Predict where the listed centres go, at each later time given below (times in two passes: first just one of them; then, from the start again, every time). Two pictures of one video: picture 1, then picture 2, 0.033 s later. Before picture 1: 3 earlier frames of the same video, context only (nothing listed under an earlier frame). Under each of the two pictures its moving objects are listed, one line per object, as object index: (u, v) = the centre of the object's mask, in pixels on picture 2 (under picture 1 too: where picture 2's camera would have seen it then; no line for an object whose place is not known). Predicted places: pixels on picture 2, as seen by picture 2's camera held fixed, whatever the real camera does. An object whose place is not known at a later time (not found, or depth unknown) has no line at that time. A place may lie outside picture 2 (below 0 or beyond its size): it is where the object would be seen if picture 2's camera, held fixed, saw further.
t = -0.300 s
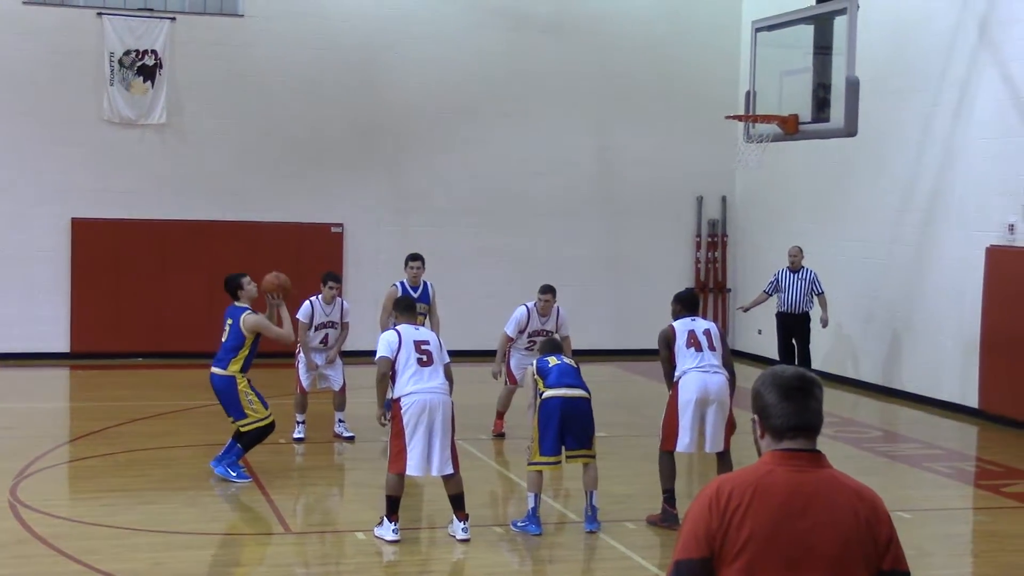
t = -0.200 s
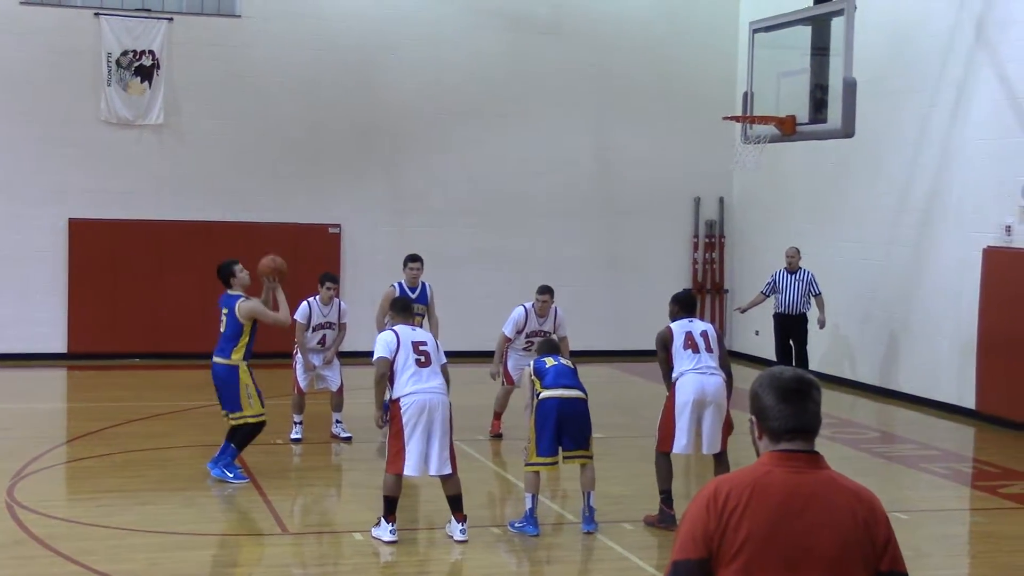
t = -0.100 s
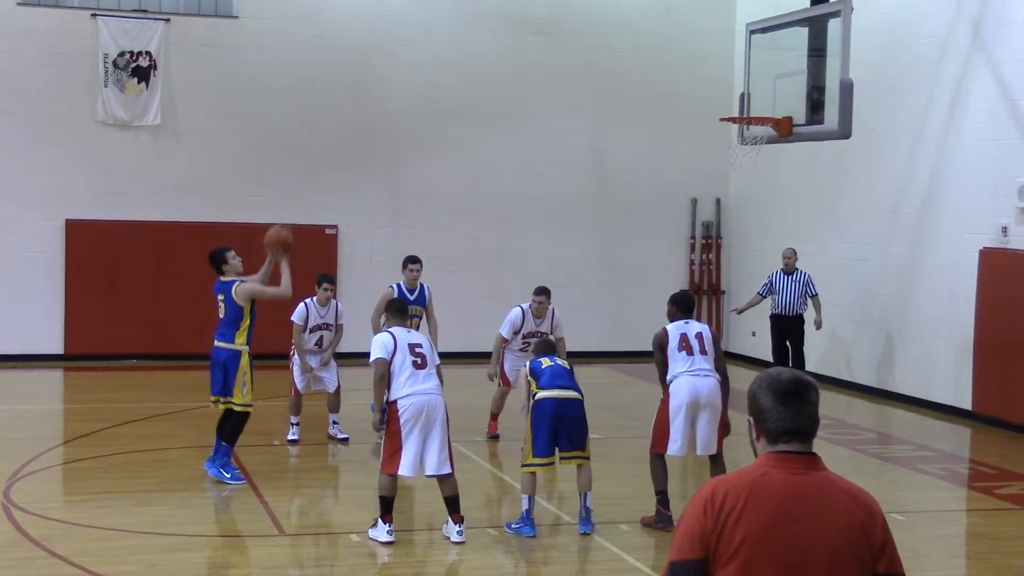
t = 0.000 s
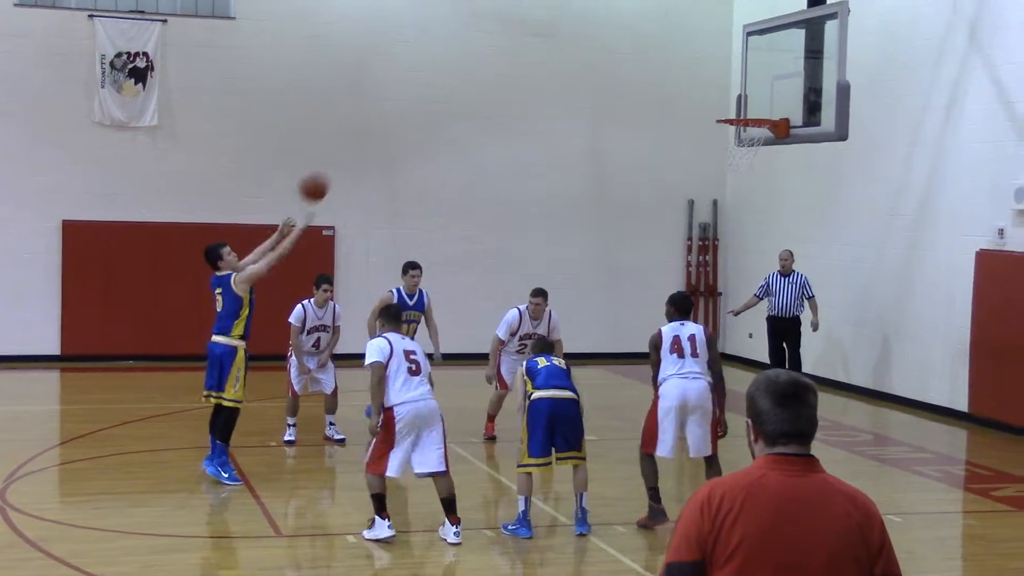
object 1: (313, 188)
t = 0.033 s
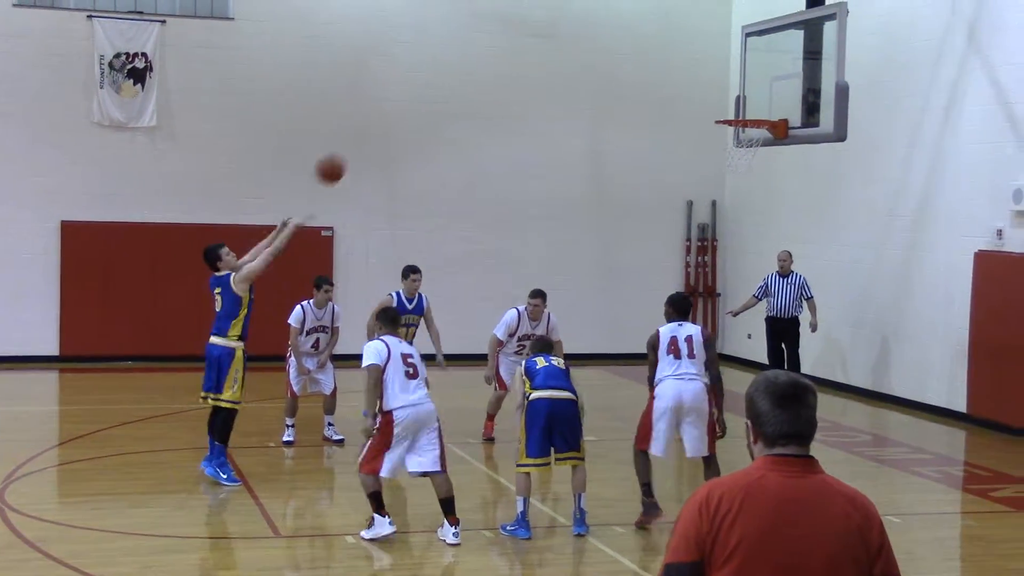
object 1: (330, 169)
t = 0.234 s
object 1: (435, 85)
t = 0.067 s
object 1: (348, 152)
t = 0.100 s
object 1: (366, 136)
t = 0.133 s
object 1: (383, 121)
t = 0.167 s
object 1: (401, 108)
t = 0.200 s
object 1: (418, 96)
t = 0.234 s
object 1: (435, 85)
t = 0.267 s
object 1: (452, 76)
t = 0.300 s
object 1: (469, 68)
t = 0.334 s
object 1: (485, 62)
